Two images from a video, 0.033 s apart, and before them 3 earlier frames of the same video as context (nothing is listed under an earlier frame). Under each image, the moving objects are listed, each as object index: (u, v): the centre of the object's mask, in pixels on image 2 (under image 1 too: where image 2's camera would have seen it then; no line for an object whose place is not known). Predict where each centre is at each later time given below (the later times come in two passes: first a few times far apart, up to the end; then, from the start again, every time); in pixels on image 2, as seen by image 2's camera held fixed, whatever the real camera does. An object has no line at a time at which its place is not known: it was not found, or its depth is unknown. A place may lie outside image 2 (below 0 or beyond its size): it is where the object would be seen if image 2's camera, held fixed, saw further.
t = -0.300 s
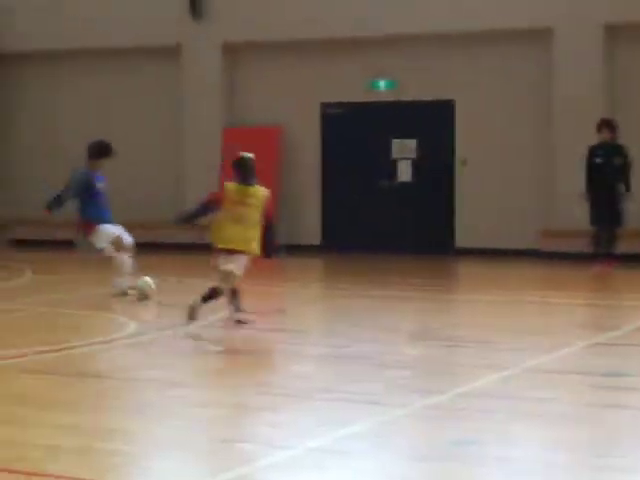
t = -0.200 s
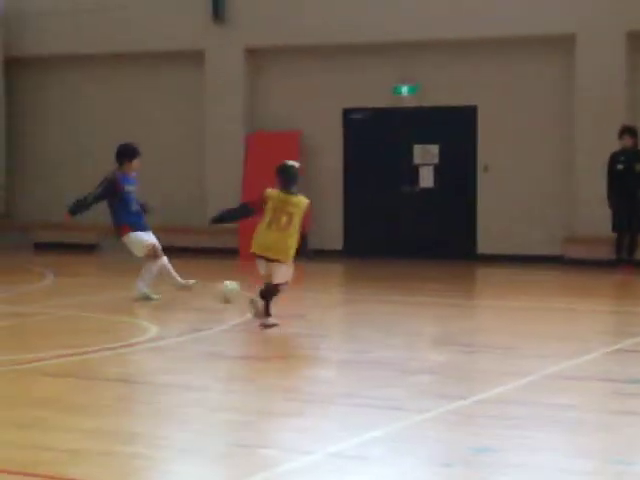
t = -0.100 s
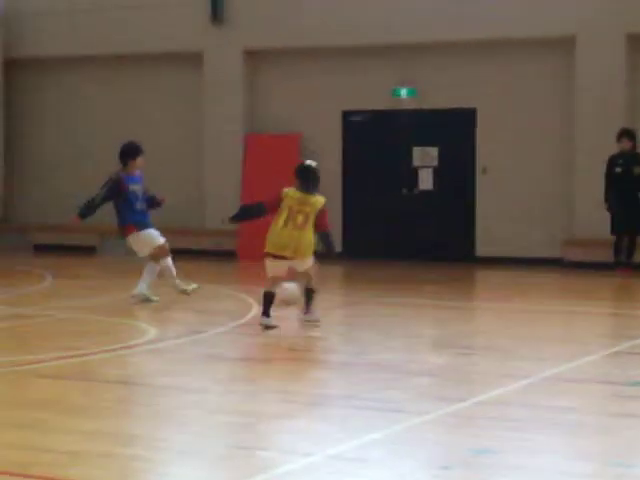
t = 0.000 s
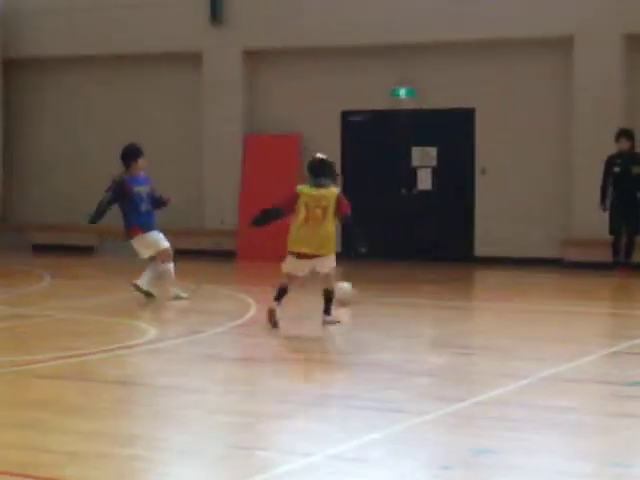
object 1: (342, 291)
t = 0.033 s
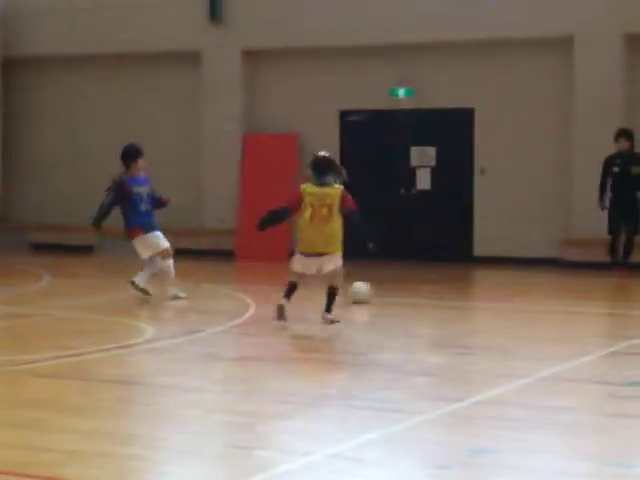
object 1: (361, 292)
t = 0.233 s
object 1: (454, 292)
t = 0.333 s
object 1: (494, 290)
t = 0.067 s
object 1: (376, 291)
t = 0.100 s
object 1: (393, 292)
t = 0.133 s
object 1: (409, 290)
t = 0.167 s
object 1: (424, 291)
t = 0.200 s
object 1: (440, 292)
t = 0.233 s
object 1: (454, 292)
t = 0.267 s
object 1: (467, 290)
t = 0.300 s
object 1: (481, 290)
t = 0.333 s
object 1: (494, 290)
